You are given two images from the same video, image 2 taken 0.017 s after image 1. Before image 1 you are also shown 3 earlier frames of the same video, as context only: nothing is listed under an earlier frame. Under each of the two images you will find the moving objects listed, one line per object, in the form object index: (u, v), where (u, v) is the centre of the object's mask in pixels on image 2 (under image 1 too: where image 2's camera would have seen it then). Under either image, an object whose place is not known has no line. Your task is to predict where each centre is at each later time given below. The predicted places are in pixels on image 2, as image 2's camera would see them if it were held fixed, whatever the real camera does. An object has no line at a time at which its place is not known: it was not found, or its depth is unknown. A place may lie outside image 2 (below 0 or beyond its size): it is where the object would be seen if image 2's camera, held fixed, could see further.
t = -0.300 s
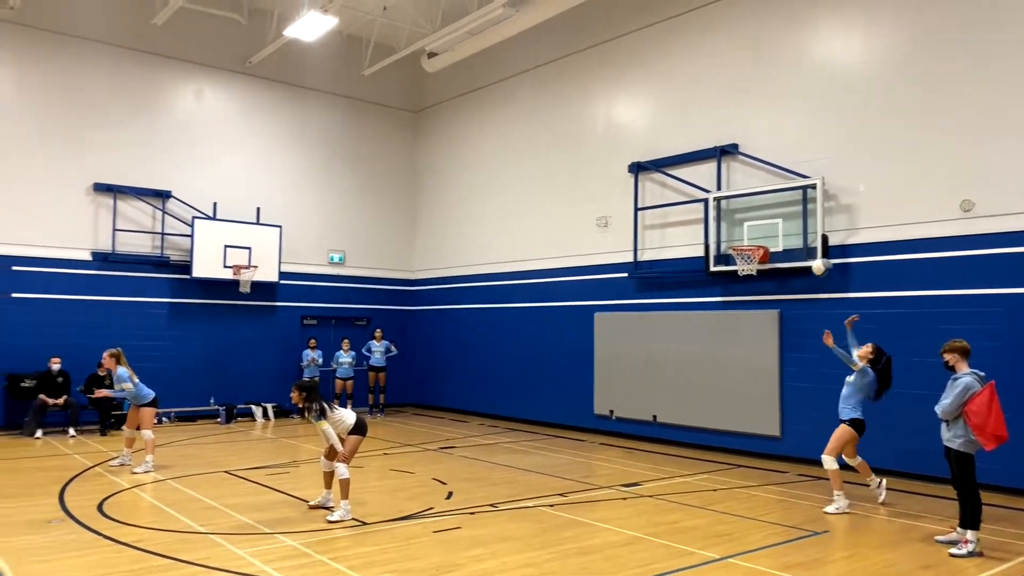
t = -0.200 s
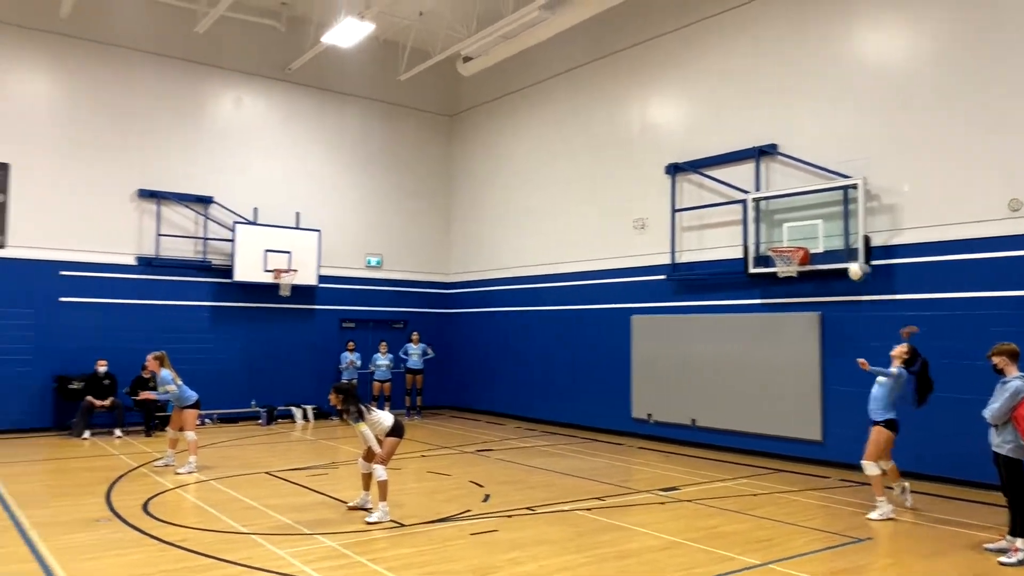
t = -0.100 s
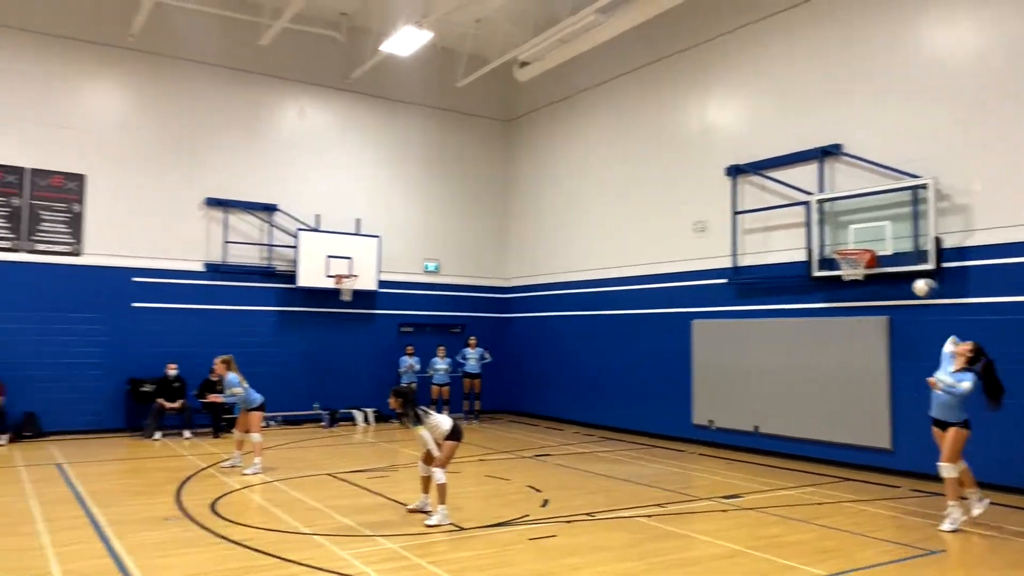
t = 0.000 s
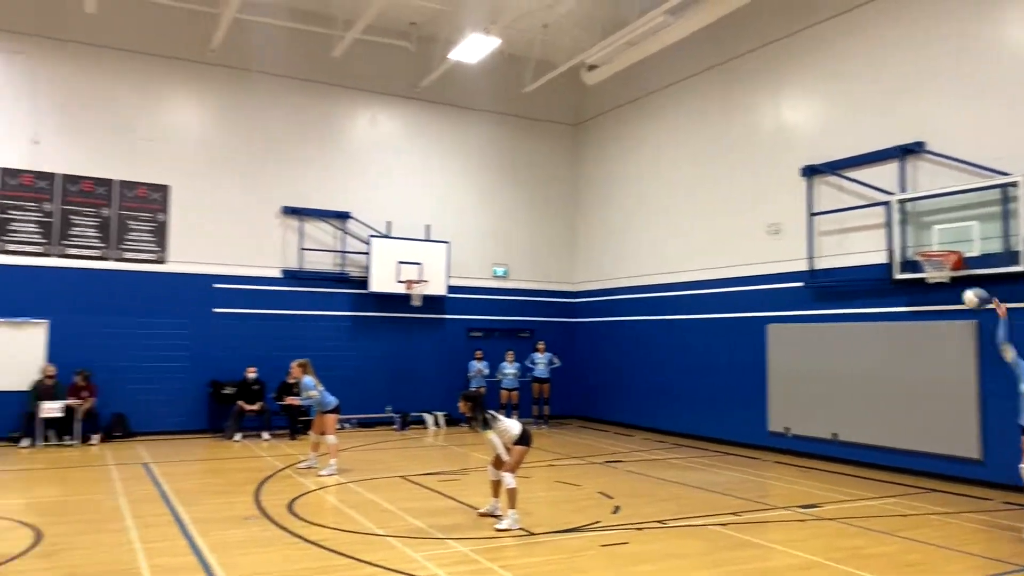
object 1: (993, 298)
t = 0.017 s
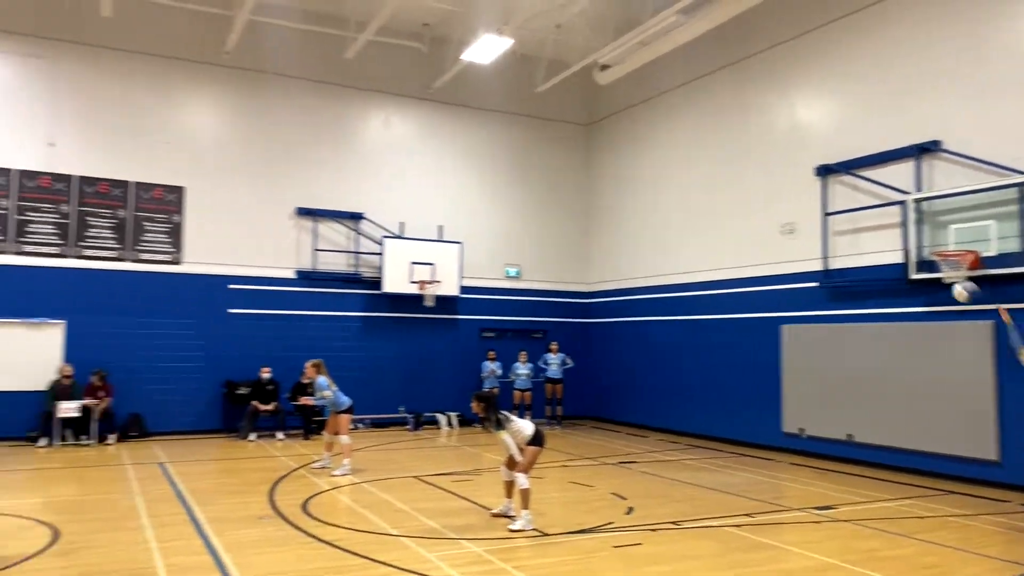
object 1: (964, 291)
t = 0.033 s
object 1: (937, 285)
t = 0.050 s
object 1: (909, 278)
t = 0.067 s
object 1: (881, 272)
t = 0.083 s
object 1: (852, 267)
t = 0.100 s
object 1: (825, 260)
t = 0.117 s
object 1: (797, 253)
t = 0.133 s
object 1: (768, 248)
